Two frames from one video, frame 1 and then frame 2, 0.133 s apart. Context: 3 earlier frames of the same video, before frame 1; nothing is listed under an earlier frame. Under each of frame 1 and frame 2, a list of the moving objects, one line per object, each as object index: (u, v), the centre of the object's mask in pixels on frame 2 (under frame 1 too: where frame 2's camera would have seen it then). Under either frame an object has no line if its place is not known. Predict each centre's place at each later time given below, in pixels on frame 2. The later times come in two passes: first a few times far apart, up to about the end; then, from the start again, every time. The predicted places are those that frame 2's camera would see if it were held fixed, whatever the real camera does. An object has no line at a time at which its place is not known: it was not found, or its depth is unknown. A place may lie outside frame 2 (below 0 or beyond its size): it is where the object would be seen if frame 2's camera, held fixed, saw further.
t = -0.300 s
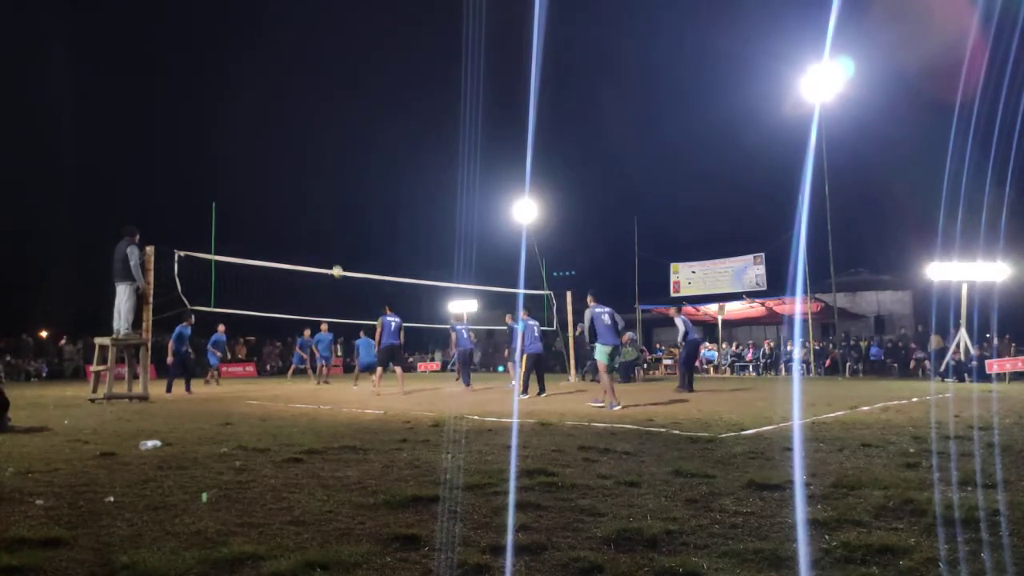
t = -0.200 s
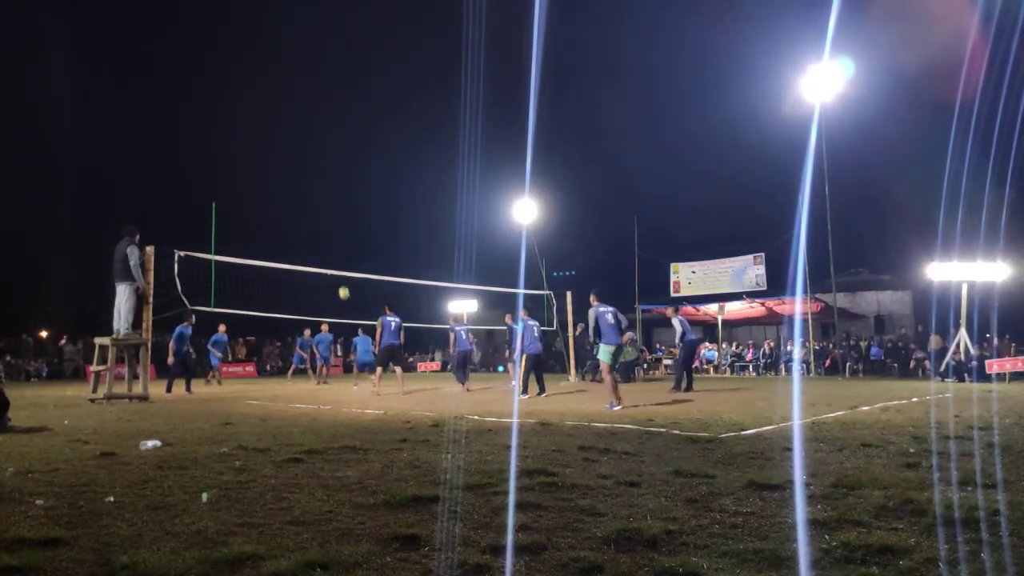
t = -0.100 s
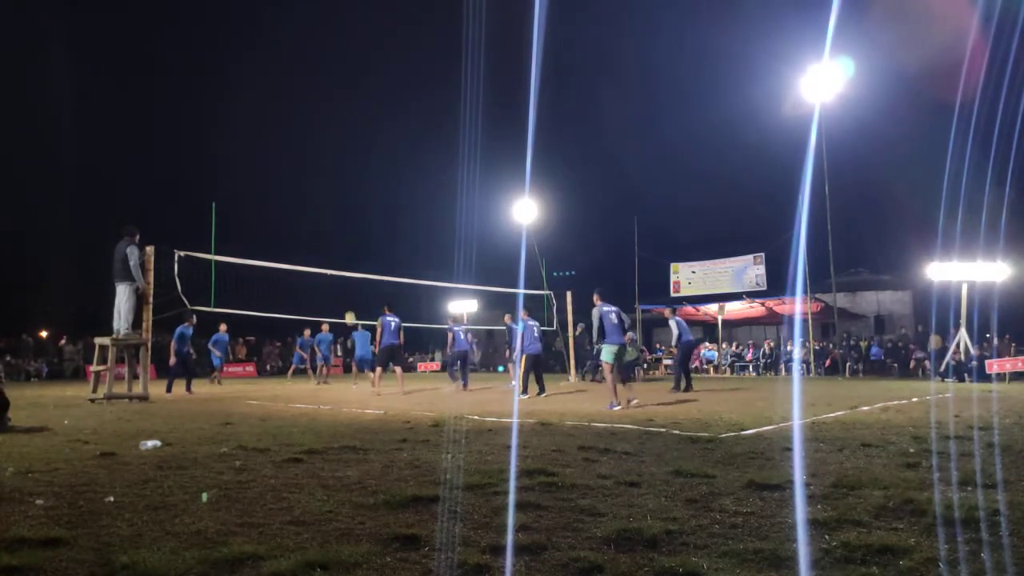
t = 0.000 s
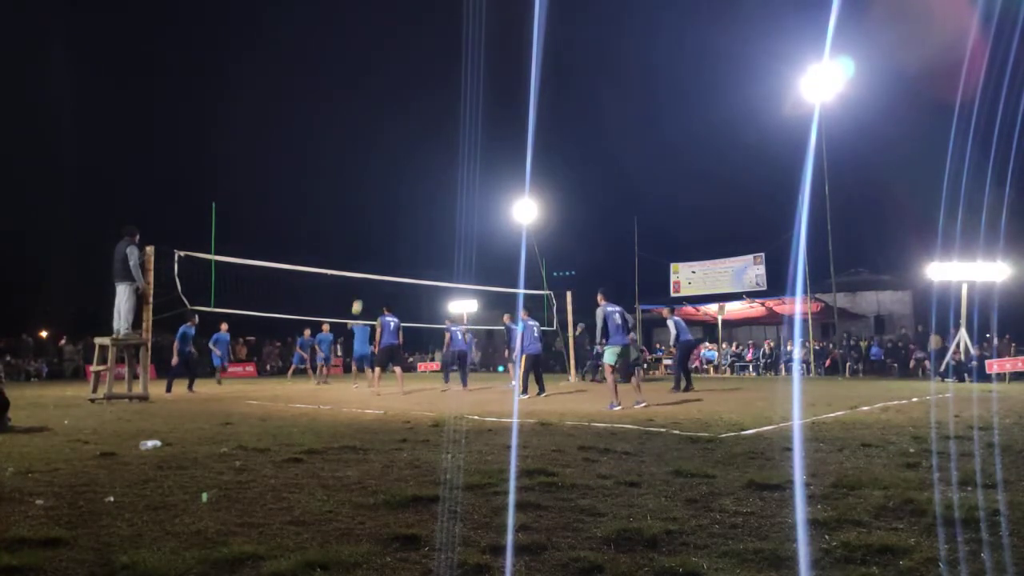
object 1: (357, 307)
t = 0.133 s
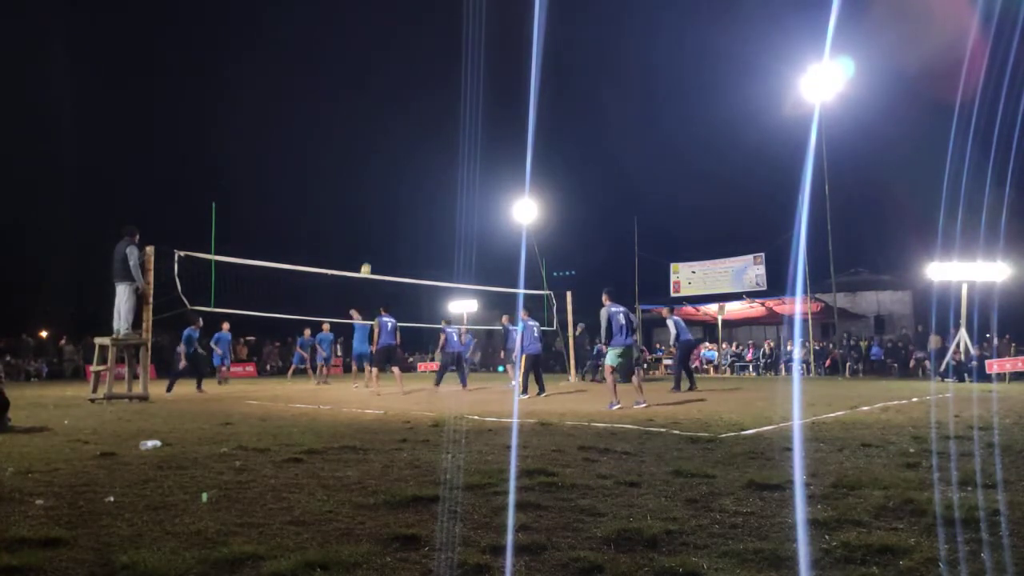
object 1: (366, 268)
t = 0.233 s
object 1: (371, 247)
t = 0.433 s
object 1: (384, 216)
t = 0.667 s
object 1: (397, 200)
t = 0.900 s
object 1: (409, 206)
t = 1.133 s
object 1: (421, 232)
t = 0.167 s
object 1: (367, 262)
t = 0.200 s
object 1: (369, 254)
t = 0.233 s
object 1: (371, 247)
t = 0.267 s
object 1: (373, 241)
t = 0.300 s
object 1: (376, 235)
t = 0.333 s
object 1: (378, 230)
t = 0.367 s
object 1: (380, 224)
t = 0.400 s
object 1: (382, 220)
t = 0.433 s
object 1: (384, 216)
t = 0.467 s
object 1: (386, 213)
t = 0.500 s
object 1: (388, 209)
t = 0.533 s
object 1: (390, 207)
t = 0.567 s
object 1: (391, 204)
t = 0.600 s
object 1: (393, 202)
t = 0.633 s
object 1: (395, 201)
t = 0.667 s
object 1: (397, 200)
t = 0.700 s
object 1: (399, 200)
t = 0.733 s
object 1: (400, 200)
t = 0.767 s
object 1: (402, 200)
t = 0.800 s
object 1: (404, 201)
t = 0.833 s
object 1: (405, 202)
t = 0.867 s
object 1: (407, 204)
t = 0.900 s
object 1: (409, 206)
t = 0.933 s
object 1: (411, 209)
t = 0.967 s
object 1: (412, 211)
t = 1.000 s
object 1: (414, 215)
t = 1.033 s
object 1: (416, 219)
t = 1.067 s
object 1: (417, 223)
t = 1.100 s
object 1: (419, 227)
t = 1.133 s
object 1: (421, 232)
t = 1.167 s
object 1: (422, 238)
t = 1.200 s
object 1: (423, 243)
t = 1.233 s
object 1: (425, 249)
